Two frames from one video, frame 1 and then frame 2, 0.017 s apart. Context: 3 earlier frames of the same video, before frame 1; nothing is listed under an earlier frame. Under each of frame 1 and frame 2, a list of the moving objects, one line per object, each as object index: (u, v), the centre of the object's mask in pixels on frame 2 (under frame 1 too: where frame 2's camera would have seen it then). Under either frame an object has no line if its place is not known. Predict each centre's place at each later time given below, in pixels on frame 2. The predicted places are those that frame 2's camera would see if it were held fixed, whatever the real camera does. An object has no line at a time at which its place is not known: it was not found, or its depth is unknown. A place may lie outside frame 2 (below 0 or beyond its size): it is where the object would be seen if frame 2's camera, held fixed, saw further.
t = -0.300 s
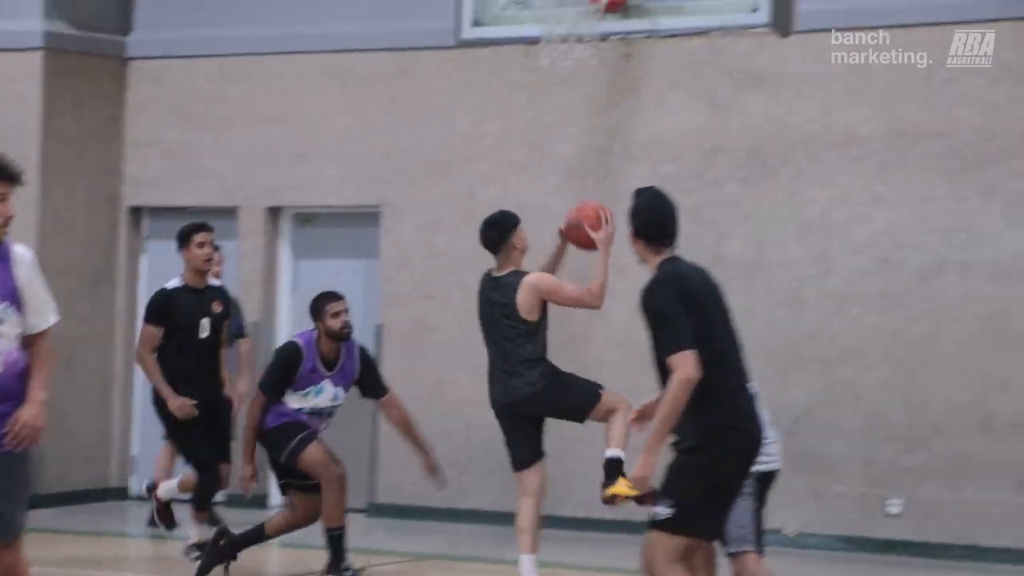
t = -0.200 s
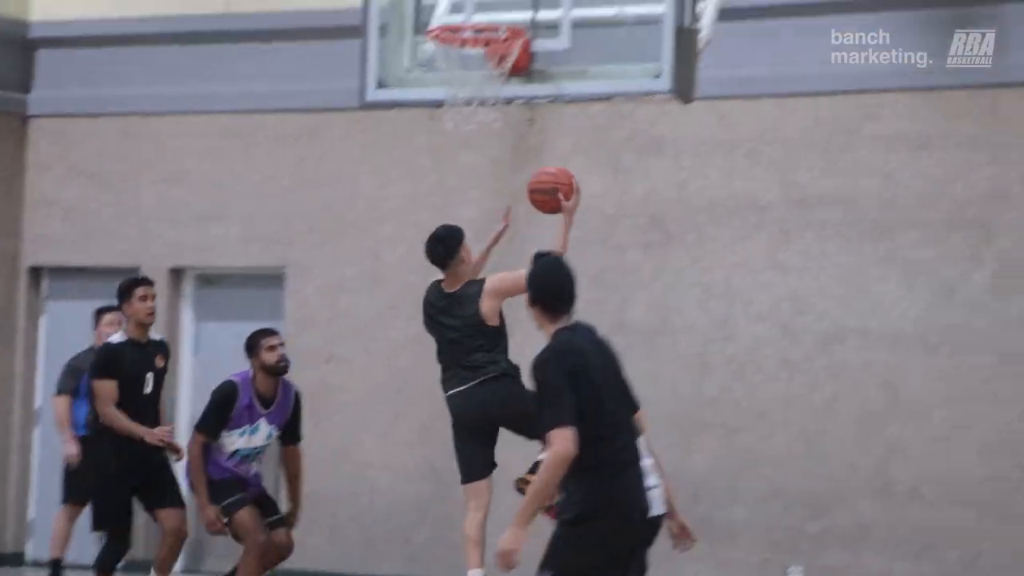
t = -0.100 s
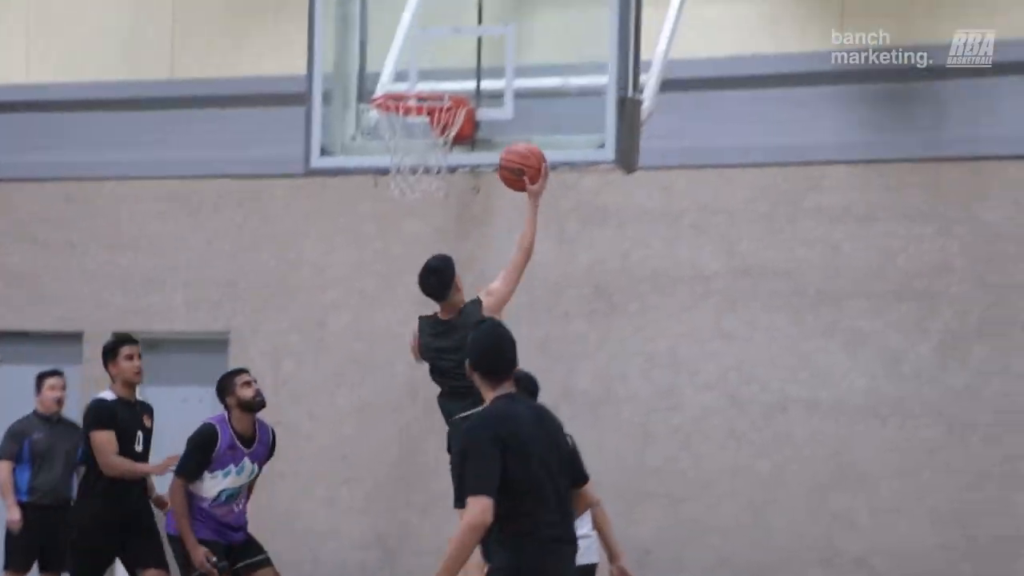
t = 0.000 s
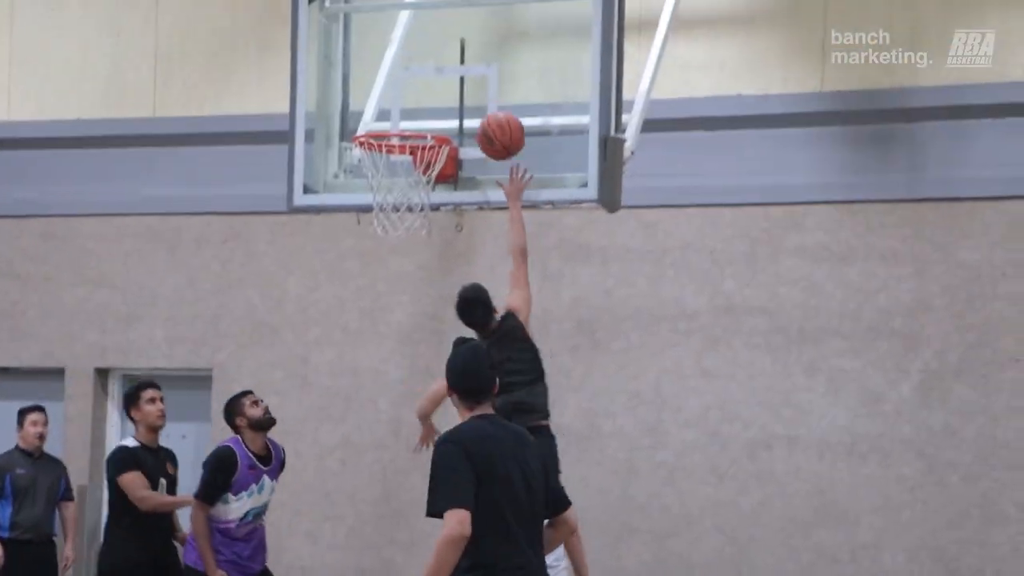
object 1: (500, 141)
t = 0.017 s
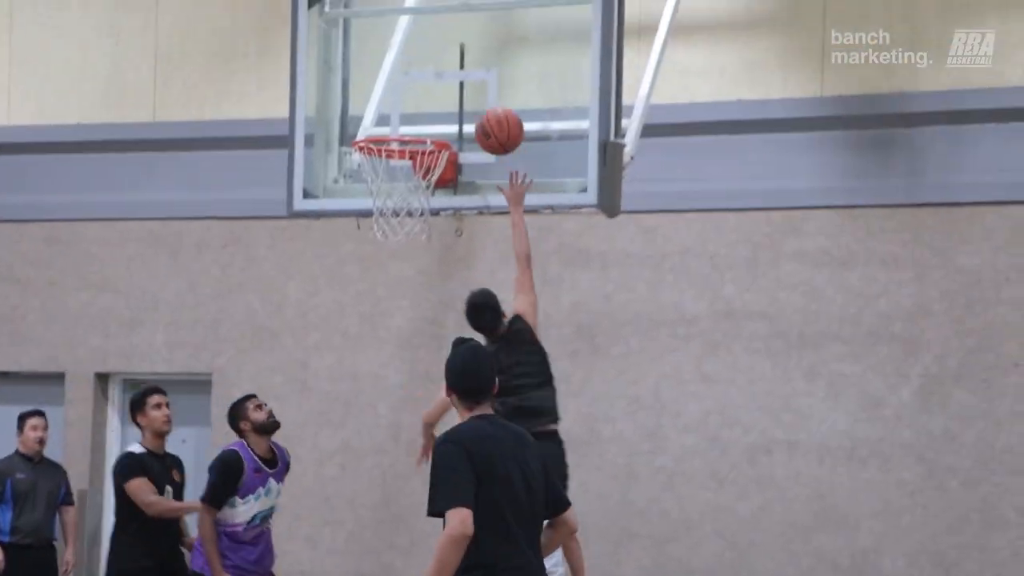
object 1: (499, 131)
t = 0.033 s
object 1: (498, 122)
